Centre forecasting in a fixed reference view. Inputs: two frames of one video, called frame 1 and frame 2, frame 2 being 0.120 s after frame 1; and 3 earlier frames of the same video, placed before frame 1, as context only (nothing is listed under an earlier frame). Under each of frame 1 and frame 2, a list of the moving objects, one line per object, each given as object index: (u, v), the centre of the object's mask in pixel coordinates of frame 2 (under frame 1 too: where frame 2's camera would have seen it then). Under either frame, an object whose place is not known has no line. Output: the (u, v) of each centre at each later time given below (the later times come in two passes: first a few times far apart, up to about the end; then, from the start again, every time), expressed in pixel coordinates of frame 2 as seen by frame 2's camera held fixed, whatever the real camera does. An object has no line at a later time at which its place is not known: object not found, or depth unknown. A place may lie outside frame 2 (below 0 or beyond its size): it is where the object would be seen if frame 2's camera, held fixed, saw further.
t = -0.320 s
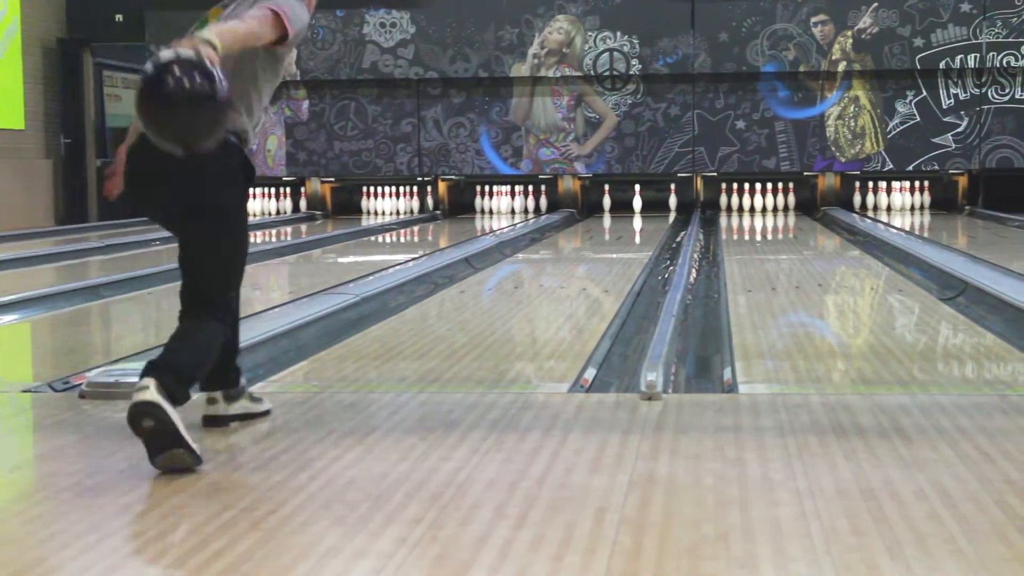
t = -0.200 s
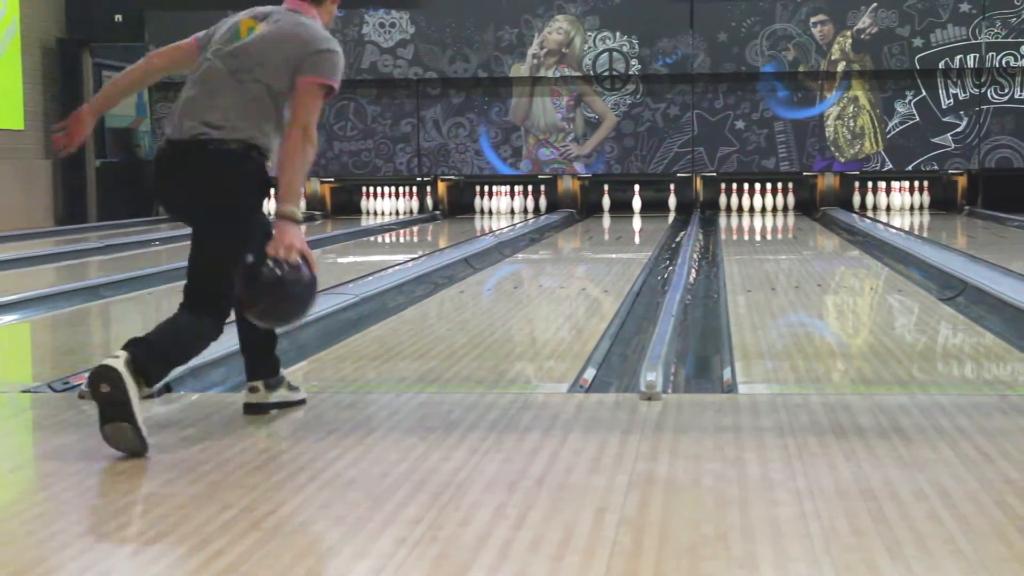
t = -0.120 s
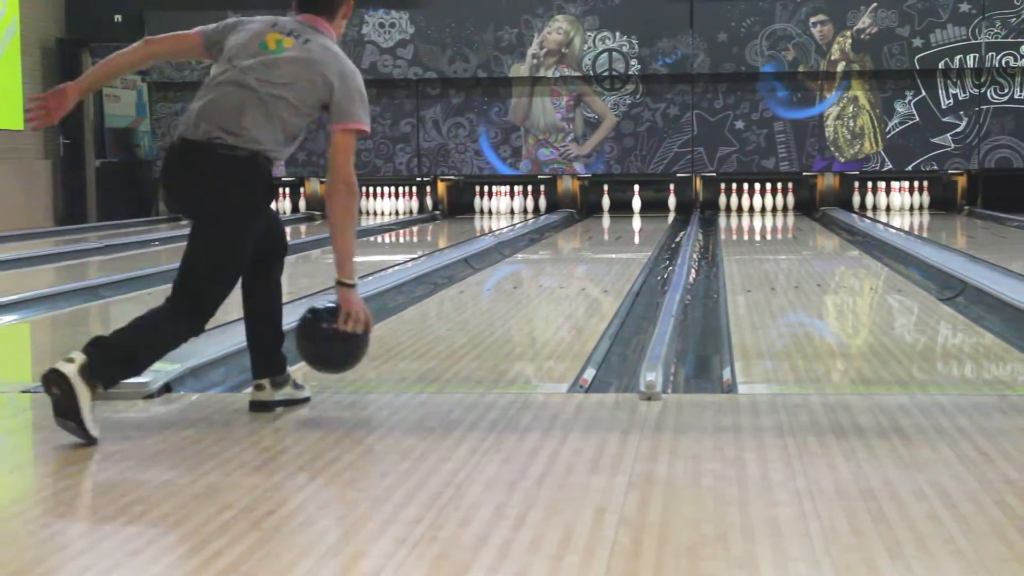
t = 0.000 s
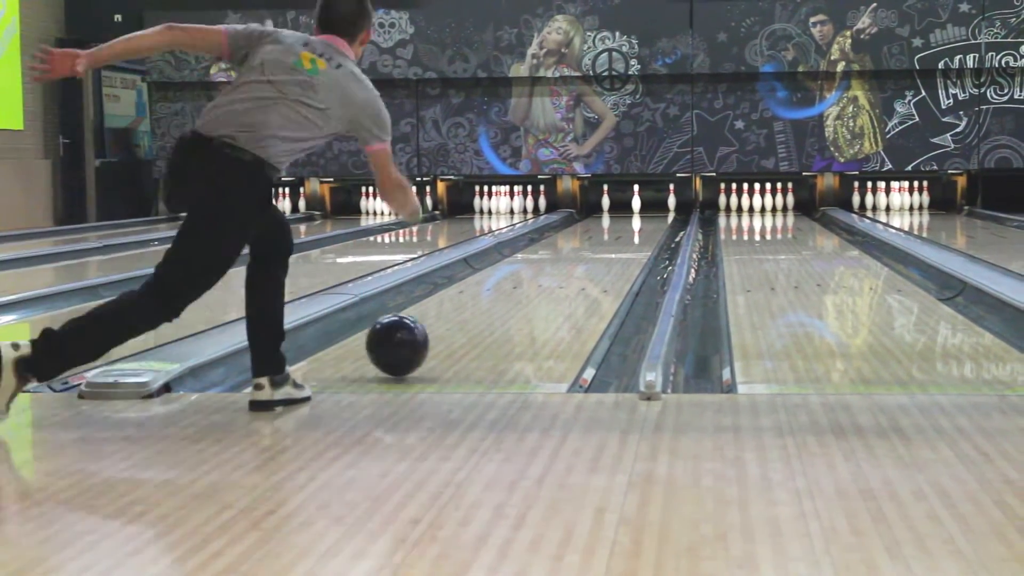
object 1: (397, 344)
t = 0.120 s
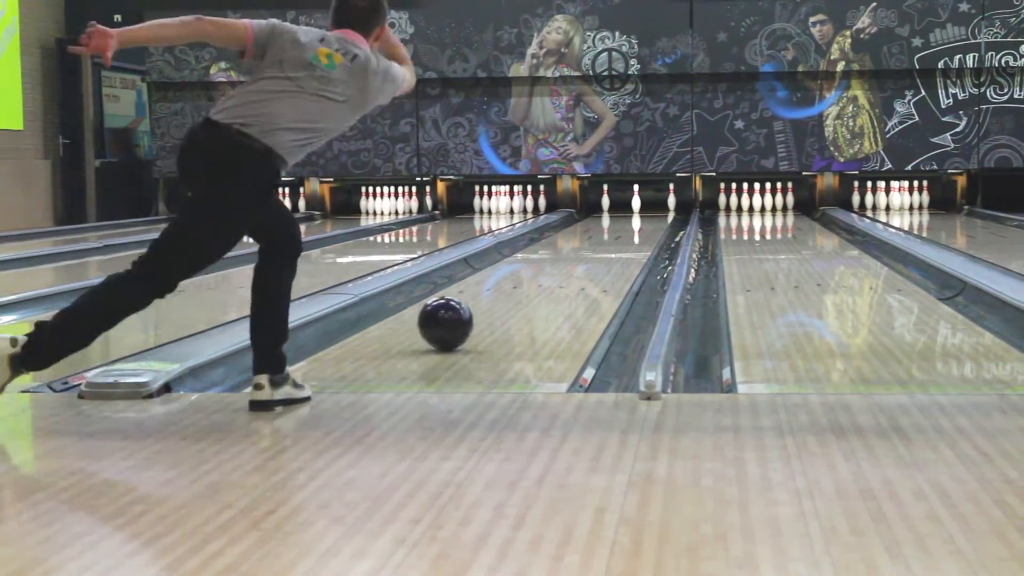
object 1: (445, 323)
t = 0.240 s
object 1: (483, 305)
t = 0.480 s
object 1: (536, 278)
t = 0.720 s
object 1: (573, 259)
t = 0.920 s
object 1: (595, 248)
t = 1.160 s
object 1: (615, 237)
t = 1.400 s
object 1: (630, 229)
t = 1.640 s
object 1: (641, 222)
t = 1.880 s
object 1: (646, 217)
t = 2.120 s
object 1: (647, 214)
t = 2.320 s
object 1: (645, 210)
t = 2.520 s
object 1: (642, 208)
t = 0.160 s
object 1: (459, 317)
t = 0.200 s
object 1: (471, 311)
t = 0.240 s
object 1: (483, 305)
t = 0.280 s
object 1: (493, 300)
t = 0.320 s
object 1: (503, 295)
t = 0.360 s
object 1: (512, 290)
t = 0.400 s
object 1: (521, 286)
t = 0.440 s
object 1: (529, 282)
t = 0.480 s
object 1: (536, 278)
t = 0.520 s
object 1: (543, 274)
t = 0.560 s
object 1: (550, 271)
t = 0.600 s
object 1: (556, 268)
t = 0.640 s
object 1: (562, 265)
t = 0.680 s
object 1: (568, 262)
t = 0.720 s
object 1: (573, 259)
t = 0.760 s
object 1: (578, 257)
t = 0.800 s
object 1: (583, 254)
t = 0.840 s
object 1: (587, 252)
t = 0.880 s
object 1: (591, 250)
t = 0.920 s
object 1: (595, 248)
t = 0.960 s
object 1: (599, 246)
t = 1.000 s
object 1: (602, 244)
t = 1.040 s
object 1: (606, 242)
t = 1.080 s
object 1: (609, 240)
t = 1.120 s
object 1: (612, 239)
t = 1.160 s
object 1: (615, 237)
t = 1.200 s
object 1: (618, 235)
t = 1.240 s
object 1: (621, 234)
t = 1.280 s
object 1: (623, 233)
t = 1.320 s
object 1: (626, 231)
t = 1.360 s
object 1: (628, 230)
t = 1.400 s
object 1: (630, 229)
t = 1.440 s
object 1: (632, 227)
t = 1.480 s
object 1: (634, 226)
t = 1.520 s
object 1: (636, 225)
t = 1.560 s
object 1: (638, 224)
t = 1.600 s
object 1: (640, 224)
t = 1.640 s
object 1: (641, 222)
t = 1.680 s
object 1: (642, 222)
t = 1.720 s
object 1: (643, 221)
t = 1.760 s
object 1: (644, 220)
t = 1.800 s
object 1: (645, 219)
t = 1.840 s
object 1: (645, 218)
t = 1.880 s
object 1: (646, 217)
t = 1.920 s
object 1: (647, 217)
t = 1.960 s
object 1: (647, 216)
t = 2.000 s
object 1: (647, 216)
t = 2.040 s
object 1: (648, 215)
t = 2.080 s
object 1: (647, 214)
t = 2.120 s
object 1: (647, 214)
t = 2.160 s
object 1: (647, 213)
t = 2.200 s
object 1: (647, 213)
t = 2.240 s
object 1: (646, 212)
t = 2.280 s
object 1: (646, 211)
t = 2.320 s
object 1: (645, 210)
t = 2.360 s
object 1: (645, 210)
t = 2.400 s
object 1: (644, 210)
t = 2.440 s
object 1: (643, 210)
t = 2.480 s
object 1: (643, 209)
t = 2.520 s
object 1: (642, 208)
